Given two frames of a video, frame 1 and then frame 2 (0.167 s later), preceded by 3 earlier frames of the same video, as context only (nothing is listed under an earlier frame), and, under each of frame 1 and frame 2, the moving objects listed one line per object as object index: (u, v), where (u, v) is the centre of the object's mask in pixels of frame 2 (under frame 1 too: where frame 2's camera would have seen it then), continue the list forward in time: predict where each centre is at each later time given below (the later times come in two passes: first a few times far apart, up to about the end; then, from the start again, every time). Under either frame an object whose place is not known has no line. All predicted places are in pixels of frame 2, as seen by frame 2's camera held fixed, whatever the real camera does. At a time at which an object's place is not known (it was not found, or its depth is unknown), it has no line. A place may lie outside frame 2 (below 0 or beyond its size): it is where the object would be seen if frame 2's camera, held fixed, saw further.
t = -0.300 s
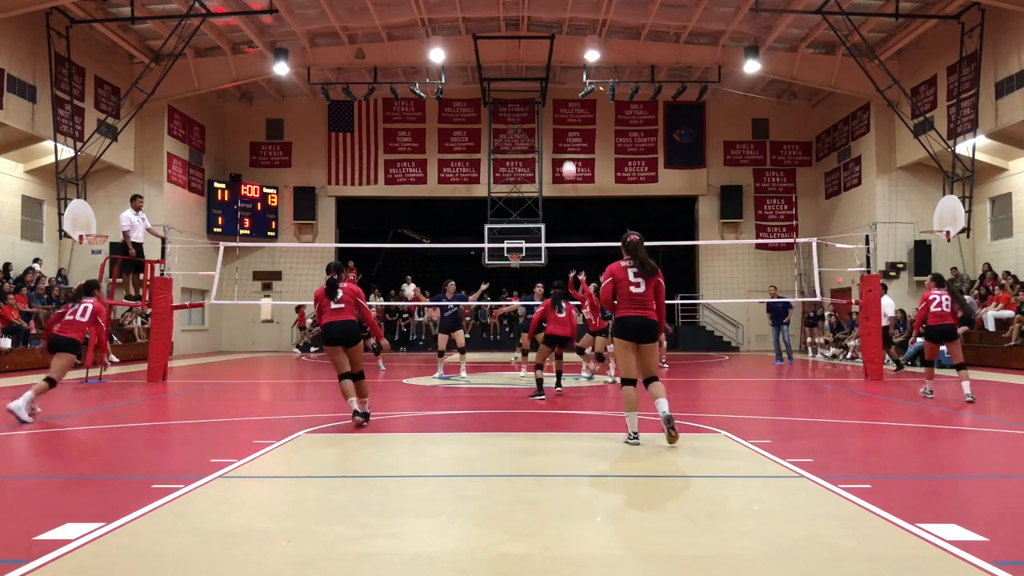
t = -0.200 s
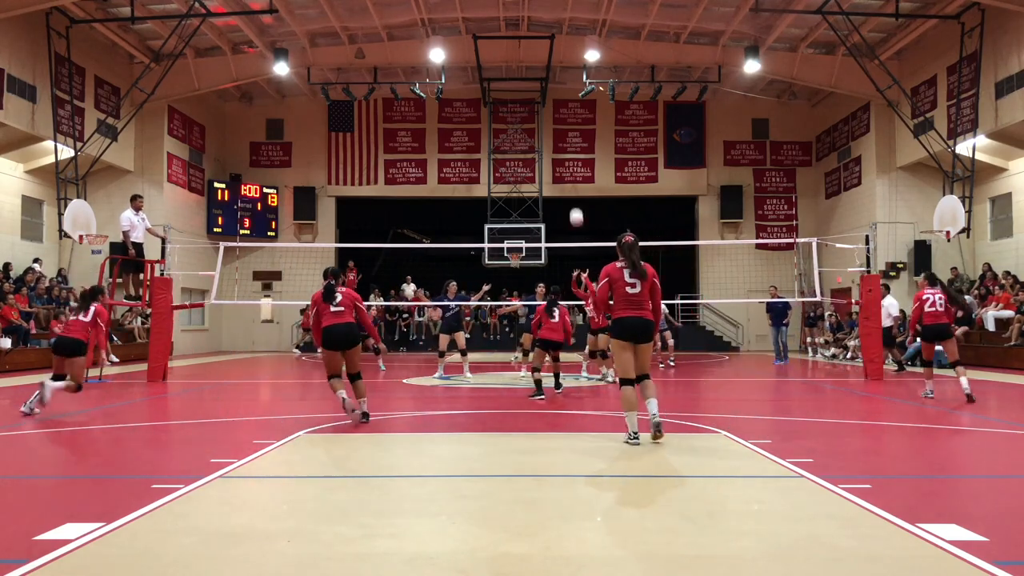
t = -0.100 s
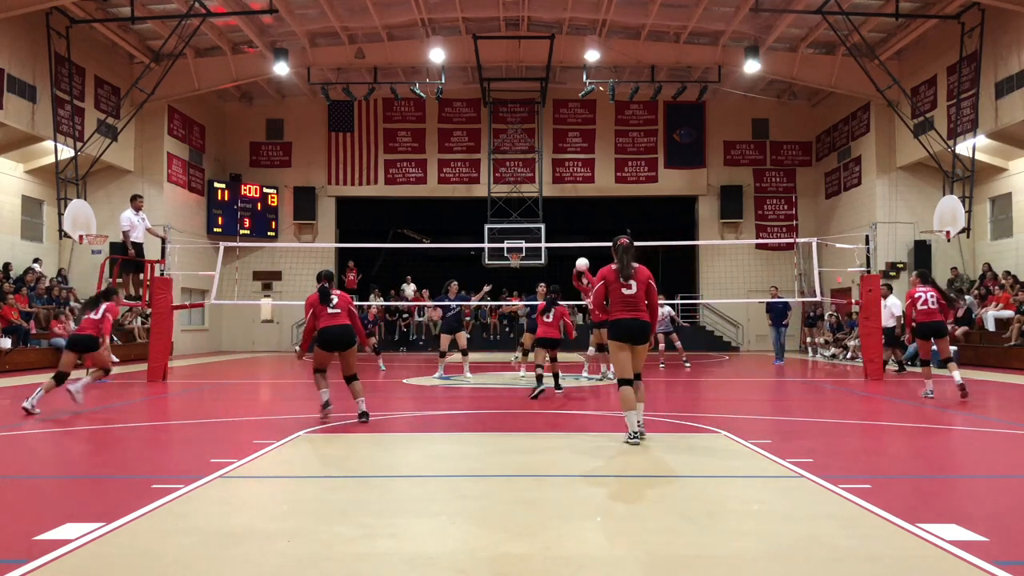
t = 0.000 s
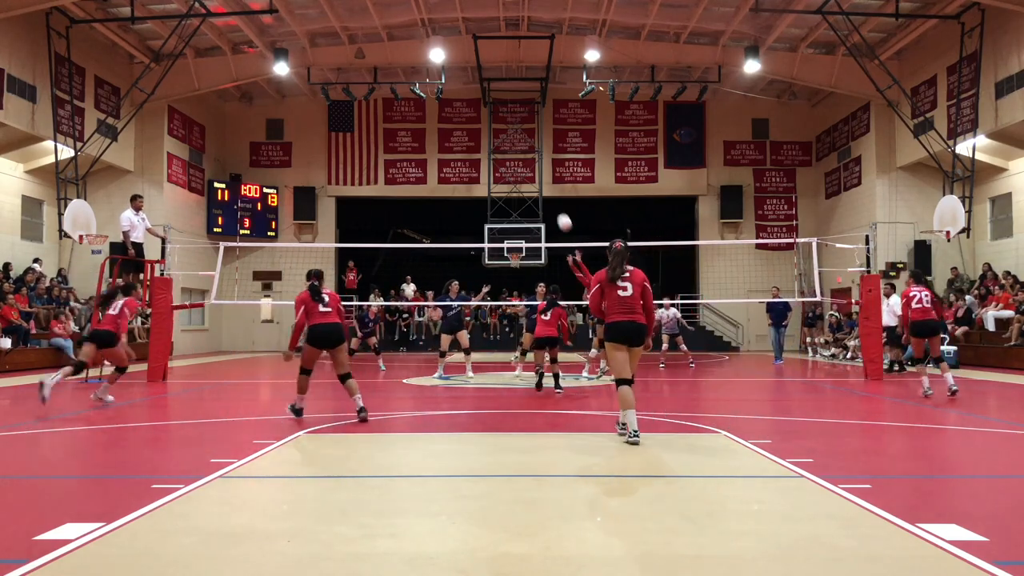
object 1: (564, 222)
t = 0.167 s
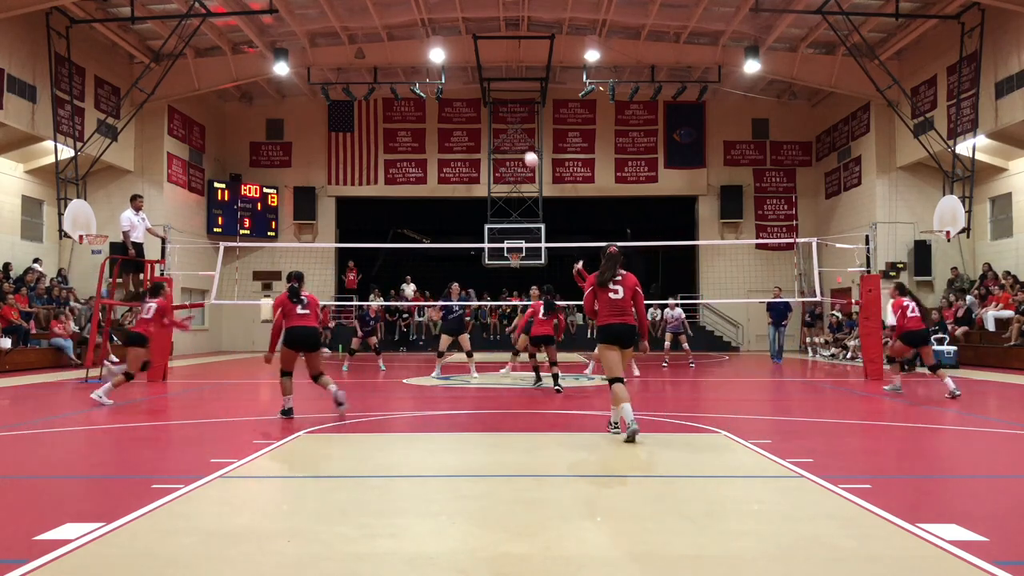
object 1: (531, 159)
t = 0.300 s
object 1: (505, 122)
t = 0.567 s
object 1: (456, 82)
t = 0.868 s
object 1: (403, 90)
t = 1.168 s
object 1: (352, 152)
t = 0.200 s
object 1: (524, 148)
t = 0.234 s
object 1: (518, 140)
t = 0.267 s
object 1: (512, 131)
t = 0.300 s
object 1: (505, 122)
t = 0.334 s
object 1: (499, 115)
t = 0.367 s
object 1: (492, 108)
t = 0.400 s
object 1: (486, 102)
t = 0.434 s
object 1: (480, 97)
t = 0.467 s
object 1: (474, 92)
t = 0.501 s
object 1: (468, 88)
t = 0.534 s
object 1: (462, 85)
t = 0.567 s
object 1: (456, 82)
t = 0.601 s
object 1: (450, 80)
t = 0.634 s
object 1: (444, 79)
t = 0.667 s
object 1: (439, 78)
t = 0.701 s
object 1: (432, 78)
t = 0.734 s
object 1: (427, 79)
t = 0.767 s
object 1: (421, 81)
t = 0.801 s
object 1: (415, 83)
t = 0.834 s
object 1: (409, 86)
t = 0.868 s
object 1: (403, 90)
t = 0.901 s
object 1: (397, 94)
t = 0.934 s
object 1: (392, 99)
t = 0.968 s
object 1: (386, 104)
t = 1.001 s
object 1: (380, 111)
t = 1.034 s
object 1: (375, 118)
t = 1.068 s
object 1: (369, 125)
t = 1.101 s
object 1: (364, 133)
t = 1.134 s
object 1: (358, 142)
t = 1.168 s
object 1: (352, 152)
